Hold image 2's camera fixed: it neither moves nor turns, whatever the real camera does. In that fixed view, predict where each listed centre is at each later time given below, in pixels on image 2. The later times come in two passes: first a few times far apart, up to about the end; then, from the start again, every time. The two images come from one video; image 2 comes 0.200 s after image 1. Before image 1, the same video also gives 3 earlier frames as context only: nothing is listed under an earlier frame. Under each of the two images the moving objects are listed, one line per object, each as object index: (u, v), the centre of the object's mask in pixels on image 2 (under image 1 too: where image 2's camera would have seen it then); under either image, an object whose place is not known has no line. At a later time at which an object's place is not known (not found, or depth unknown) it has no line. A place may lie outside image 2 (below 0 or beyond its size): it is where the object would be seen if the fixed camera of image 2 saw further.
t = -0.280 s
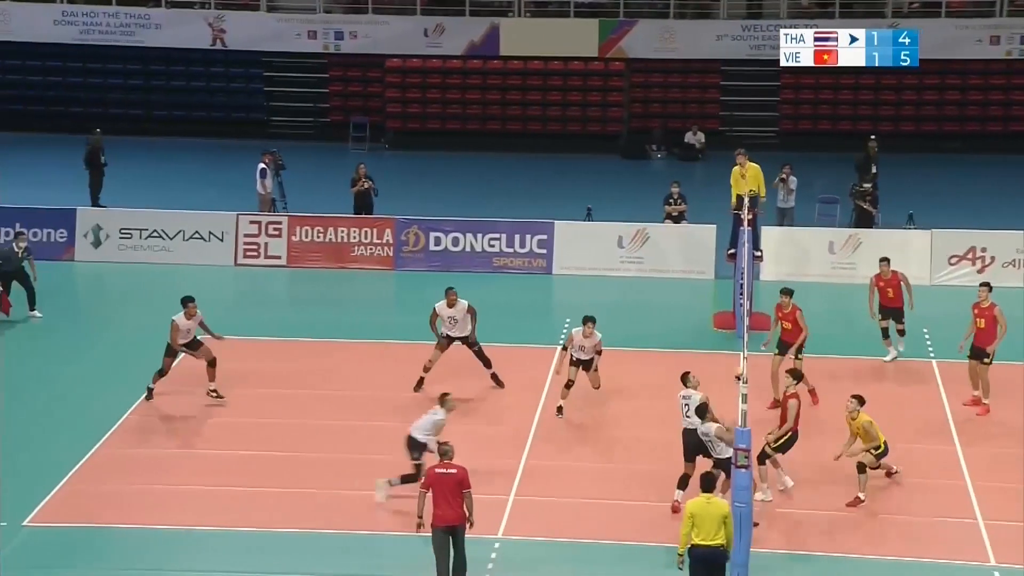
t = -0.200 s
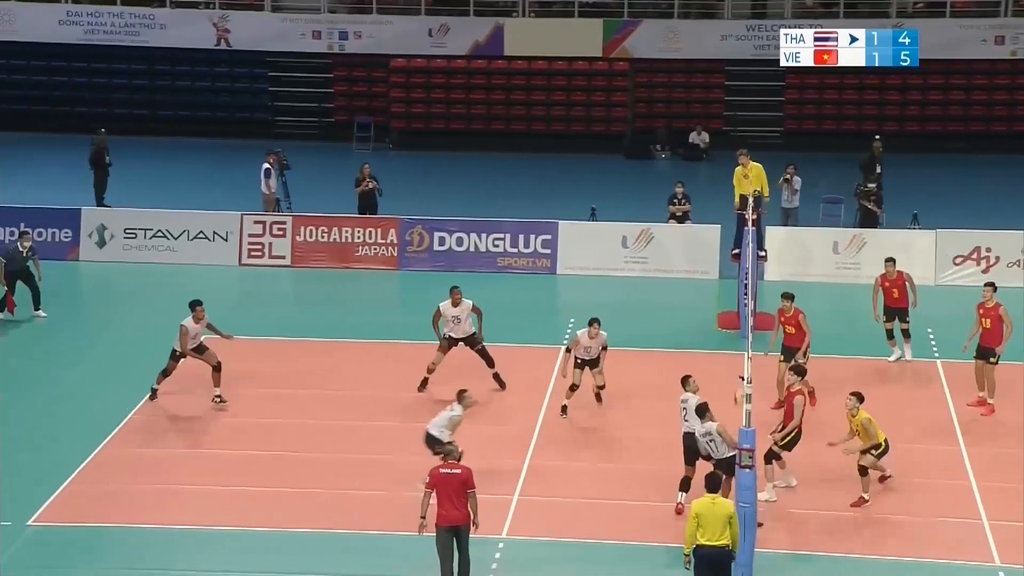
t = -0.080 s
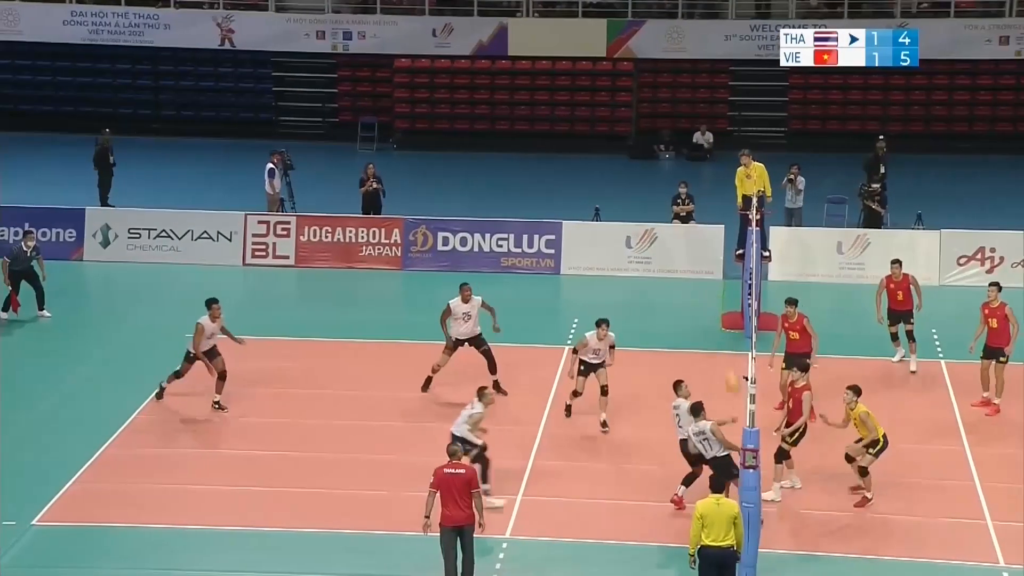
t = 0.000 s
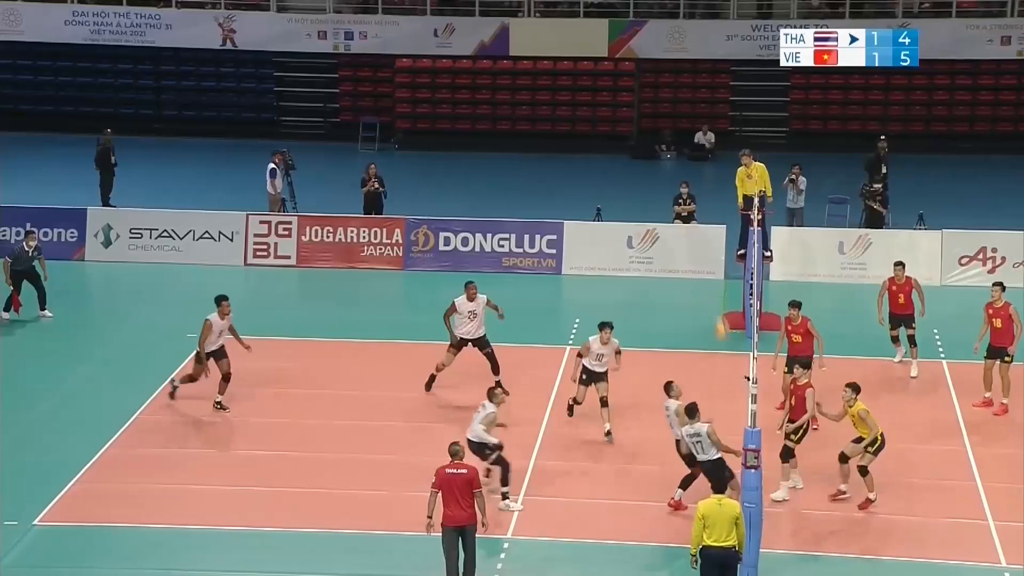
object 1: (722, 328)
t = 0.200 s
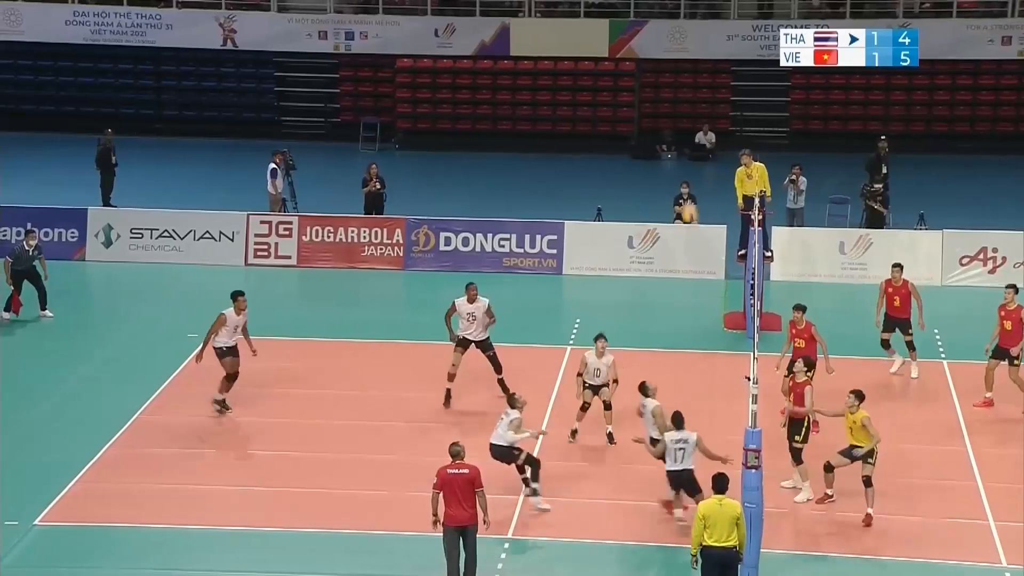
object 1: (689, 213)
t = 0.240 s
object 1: (683, 194)
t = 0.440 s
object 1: (652, 116)
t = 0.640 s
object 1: (622, 70)
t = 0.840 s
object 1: (590, 54)
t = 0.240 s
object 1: (683, 194)
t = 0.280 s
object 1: (677, 175)
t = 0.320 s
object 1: (671, 159)
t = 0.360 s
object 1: (665, 143)
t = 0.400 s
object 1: (659, 129)
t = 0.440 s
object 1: (652, 116)
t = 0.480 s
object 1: (646, 104)
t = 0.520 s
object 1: (640, 94)
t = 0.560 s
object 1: (634, 85)
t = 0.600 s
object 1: (628, 77)
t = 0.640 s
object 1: (622, 70)
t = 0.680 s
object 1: (616, 65)
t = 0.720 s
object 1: (609, 61)
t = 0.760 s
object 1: (603, 58)
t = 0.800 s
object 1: (597, 56)
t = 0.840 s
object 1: (590, 54)
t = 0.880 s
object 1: (584, 56)
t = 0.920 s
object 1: (579, 57)
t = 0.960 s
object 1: (572, 60)
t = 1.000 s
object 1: (566, 64)
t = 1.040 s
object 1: (559, 69)
